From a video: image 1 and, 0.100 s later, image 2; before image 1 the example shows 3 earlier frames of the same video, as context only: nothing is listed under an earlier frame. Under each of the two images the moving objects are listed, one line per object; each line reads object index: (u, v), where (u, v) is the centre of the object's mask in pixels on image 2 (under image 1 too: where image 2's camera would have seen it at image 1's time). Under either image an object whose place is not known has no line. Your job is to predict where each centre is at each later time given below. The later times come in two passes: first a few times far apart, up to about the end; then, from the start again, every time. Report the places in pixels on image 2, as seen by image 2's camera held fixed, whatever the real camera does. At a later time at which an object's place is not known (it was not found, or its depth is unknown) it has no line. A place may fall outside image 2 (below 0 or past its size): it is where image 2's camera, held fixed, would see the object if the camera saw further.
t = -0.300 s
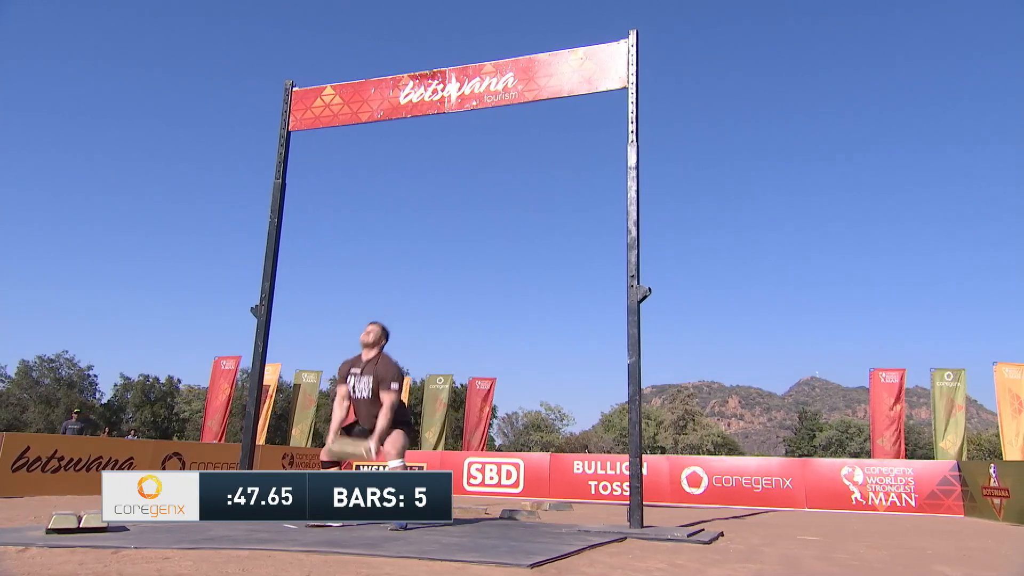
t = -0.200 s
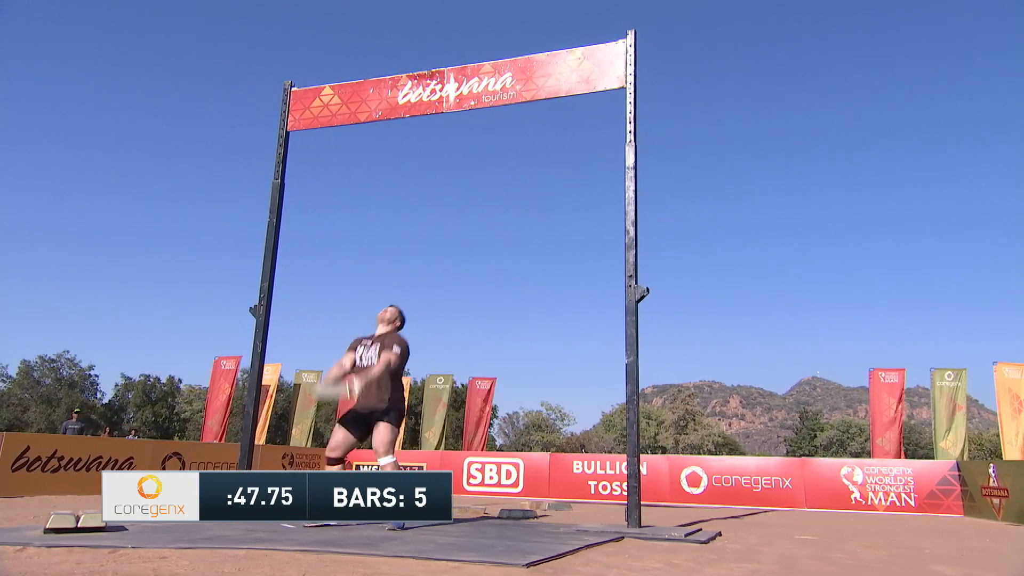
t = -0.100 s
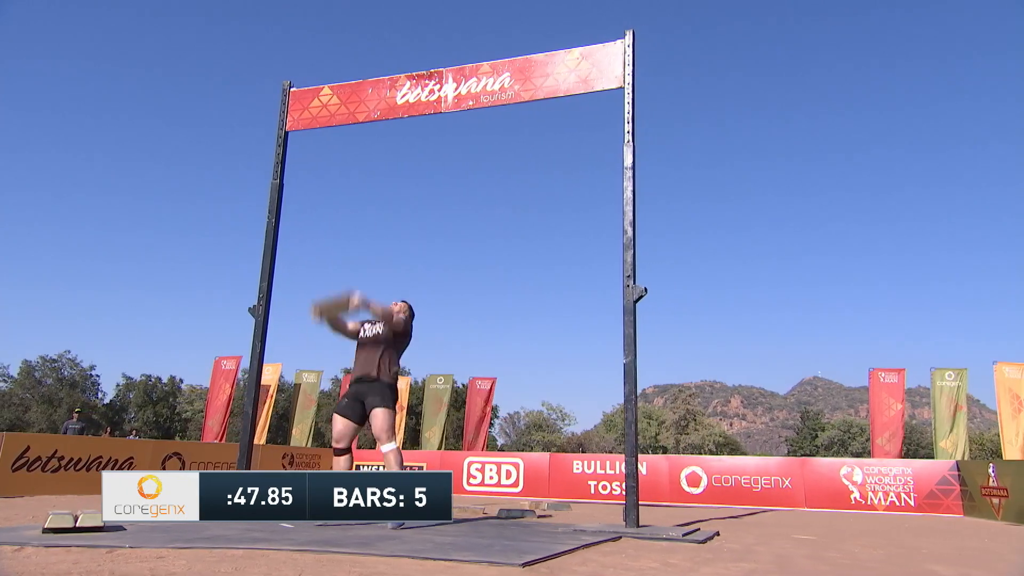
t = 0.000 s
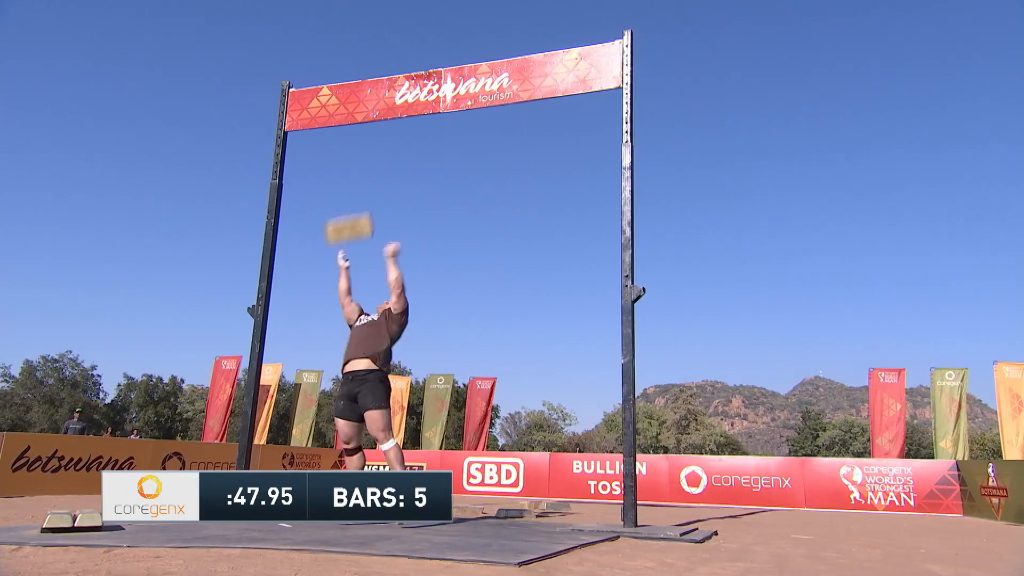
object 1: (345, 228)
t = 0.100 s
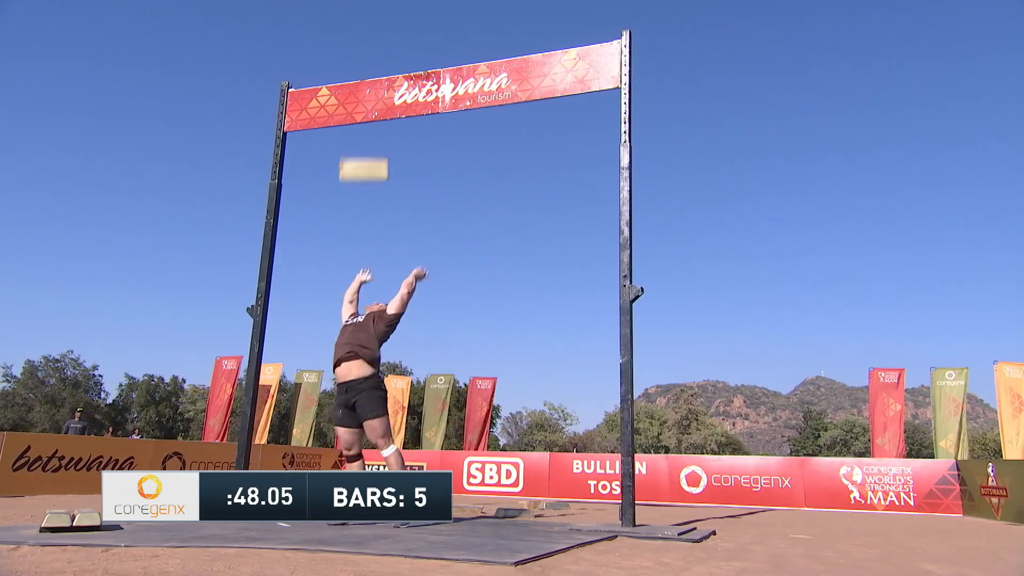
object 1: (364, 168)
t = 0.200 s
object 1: (379, 125)
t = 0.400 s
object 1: (404, 70)
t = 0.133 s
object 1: (369, 152)
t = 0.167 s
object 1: (374, 137)
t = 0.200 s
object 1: (379, 125)
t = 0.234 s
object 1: (383, 113)
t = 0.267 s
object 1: (387, 102)
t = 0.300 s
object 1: (392, 92)
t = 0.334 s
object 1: (396, 83)
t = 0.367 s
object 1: (400, 75)
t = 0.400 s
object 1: (404, 70)
